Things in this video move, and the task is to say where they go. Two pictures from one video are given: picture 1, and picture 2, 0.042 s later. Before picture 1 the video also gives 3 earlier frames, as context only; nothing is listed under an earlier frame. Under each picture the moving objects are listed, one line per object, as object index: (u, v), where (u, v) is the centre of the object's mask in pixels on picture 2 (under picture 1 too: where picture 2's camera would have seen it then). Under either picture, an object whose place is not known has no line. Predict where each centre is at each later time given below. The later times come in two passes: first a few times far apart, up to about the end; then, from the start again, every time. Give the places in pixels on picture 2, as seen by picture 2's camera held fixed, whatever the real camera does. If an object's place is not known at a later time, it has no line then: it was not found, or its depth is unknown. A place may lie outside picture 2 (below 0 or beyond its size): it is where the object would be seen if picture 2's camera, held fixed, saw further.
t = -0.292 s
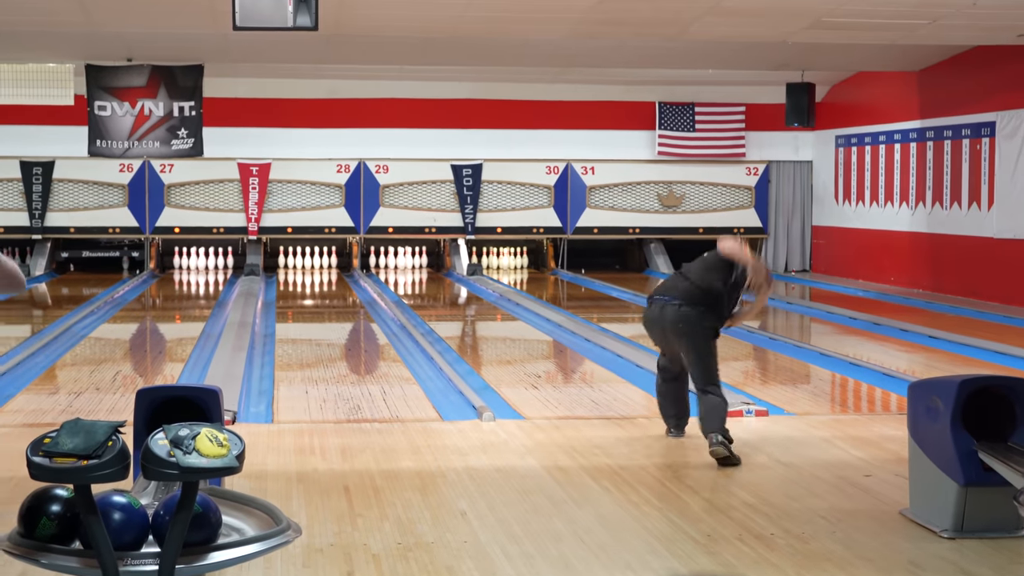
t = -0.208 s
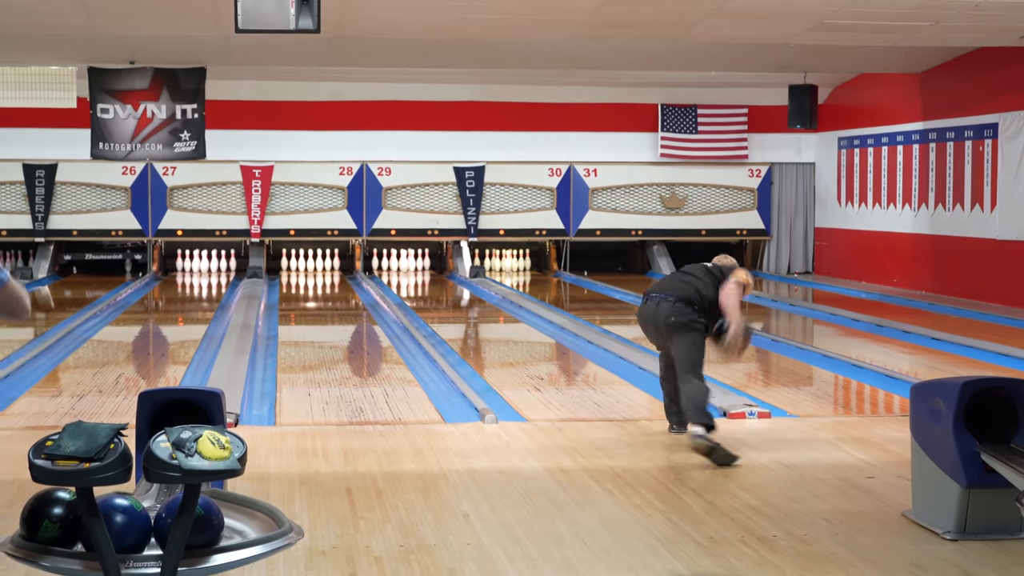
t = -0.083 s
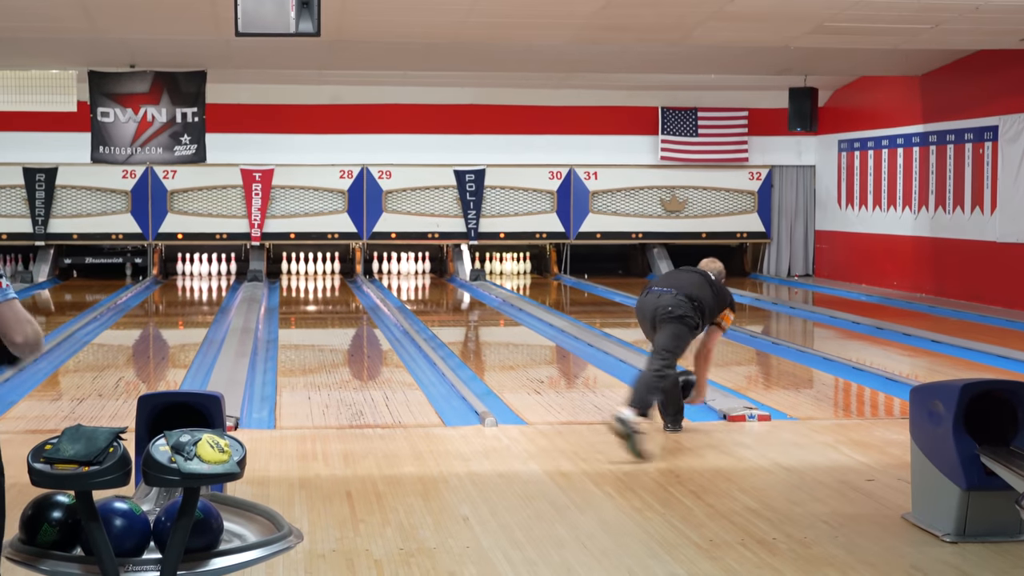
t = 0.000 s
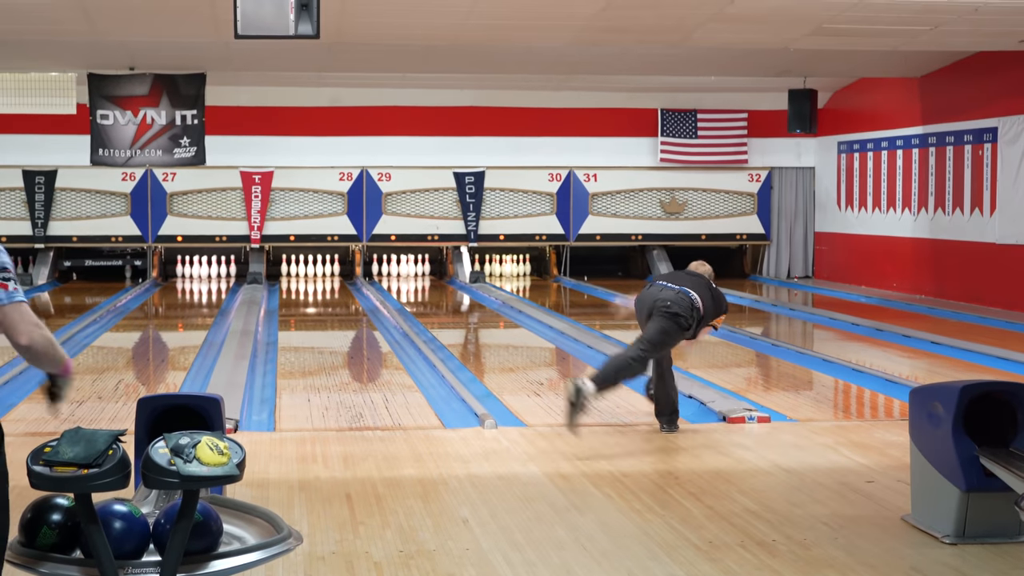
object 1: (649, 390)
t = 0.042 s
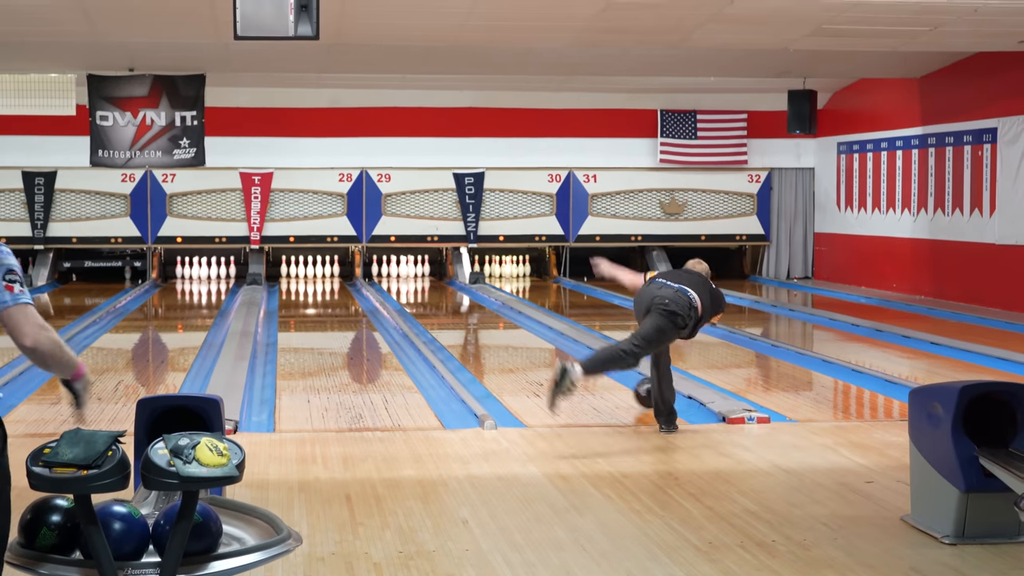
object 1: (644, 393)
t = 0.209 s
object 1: (610, 371)
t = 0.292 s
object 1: (595, 363)
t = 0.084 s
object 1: (637, 387)
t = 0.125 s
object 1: (628, 381)
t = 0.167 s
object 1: (619, 376)
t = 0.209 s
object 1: (610, 371)
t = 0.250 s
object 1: (603, 366)
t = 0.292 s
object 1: (595, 363)
